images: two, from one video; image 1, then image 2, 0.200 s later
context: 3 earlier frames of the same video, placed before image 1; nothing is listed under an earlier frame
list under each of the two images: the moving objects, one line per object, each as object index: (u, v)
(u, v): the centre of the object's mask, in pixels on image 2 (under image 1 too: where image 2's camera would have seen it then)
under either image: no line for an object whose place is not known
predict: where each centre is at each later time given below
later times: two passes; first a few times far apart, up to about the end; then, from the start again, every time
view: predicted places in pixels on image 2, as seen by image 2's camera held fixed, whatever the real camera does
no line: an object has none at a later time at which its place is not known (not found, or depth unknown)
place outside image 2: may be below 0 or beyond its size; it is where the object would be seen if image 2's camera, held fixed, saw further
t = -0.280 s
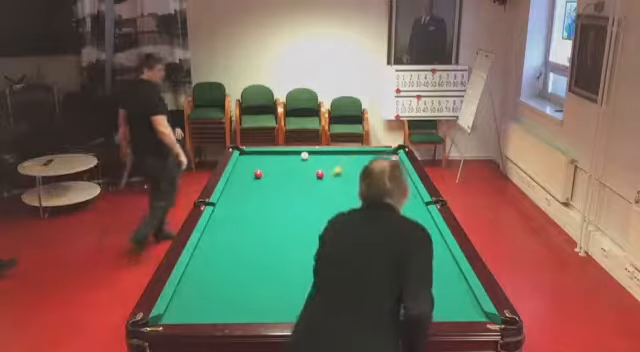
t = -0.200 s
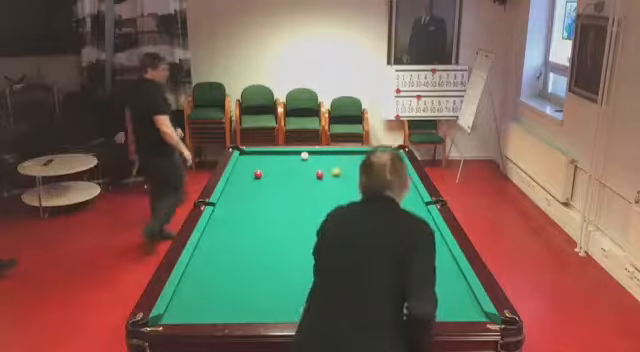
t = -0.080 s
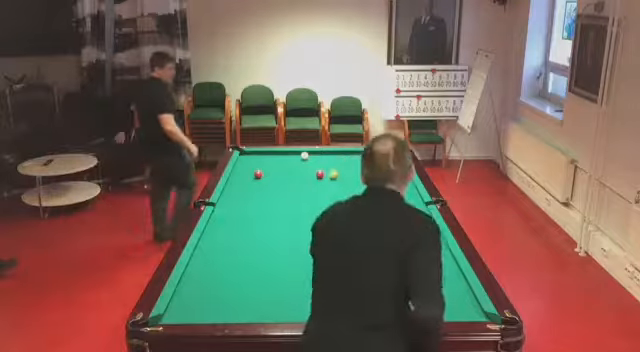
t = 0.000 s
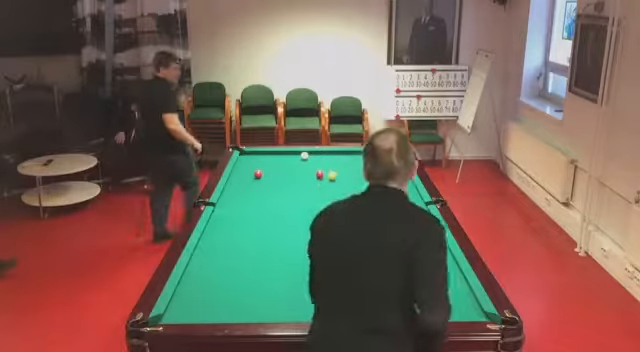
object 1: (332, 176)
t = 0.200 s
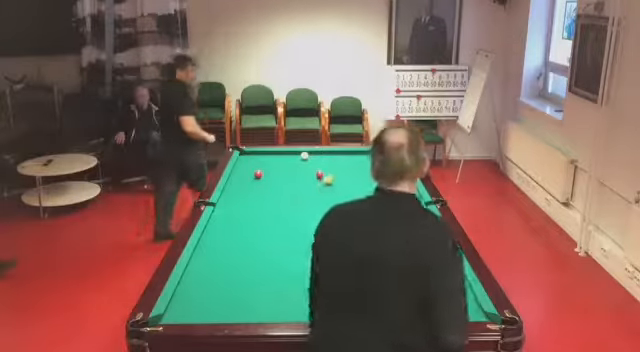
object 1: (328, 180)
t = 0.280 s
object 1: (326, 182)
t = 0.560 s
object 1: (320, 188)
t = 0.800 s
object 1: (314, 194)
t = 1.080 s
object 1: (307, 201)
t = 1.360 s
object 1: (301, 208)
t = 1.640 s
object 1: (293, 215)
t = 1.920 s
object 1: (287, 222)
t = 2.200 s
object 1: (279, 230)
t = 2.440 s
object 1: (273, 236)
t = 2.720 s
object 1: (266, 244)
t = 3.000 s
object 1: (259, 251)
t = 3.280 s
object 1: (252, 258)
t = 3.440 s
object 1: (248, 264)
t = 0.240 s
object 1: (327, 182)
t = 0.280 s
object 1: (326, 182)
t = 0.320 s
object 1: (324, 184)
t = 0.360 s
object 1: (323, 184)
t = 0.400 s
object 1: (323, 185)
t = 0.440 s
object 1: (323, 185)
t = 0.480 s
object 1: (322, 186)
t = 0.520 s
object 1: (321, 187)
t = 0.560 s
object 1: (320, 188)
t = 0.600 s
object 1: (319, 189)
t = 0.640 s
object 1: (319, 190)
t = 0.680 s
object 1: (317, 190)
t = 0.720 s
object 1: (316, 191)
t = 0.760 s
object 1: (316, 192)
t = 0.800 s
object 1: (314, 194)
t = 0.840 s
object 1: (314, 195)
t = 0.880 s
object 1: (312, 197)
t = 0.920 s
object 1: (311, 197)
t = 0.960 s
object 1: (310, 198)
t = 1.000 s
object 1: (309, 199)
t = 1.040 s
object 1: (308, 200)
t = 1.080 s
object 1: (307, 201)
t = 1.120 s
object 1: (306, 202)
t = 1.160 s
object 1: (305, 203)
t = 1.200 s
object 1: (304, 204)
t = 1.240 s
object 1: (303, 205)
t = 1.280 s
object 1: (303, 206)
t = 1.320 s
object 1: (302, 207)
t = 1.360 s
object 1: (301, 208)
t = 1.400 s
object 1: (300, 209)
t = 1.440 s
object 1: (299, 210)
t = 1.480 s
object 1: (298, 211)
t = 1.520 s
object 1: (297, 212)
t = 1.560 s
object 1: (296, 213)
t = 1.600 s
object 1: (295, 214)
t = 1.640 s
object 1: (293, 215)
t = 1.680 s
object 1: (293, 216)
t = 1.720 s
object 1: (292, 217)
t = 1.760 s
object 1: (291, 218)
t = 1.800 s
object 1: (290, 219)
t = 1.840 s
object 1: (289, 220)
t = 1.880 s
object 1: (287, 221)
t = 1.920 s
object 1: (287, 222)
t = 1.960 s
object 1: (286, 223)
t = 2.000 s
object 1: (285, 225)
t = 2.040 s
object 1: (284, 226)
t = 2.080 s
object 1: (283, 227)
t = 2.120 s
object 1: (281, 228)
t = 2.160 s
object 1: (281, 229)
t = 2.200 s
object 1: (279, 230)
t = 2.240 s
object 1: (279, 231)
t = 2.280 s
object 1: (278, 232)
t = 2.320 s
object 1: (277, 233)
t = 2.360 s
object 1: (275, 234)
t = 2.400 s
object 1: (275, 235)
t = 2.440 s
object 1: (273, 236)
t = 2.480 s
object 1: (272, 237)
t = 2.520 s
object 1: (272, 238)
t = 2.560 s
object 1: (270, 239)
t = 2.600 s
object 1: (270, 240)
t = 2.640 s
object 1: (268, 241)
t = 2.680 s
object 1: (268, 242)
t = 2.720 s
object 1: (266, 244)
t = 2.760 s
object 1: (265, 245)
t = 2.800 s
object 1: (265, 246)
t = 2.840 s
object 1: (264, 247)
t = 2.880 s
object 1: (262, 248)
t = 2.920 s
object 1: (261, 249)
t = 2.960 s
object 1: (261, 250)
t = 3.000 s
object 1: (259, 251)
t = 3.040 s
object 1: (258, 252)
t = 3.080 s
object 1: (257, 254)
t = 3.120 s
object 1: (256, 254)
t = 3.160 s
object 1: (255, 255)
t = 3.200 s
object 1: (254, 257)
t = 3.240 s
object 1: (253, 258)
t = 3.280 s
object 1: (252, 258)
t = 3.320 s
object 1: (251, 260)
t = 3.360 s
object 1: (250, 261)
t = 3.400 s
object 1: (249, 263)
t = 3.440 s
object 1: (248, 264)
